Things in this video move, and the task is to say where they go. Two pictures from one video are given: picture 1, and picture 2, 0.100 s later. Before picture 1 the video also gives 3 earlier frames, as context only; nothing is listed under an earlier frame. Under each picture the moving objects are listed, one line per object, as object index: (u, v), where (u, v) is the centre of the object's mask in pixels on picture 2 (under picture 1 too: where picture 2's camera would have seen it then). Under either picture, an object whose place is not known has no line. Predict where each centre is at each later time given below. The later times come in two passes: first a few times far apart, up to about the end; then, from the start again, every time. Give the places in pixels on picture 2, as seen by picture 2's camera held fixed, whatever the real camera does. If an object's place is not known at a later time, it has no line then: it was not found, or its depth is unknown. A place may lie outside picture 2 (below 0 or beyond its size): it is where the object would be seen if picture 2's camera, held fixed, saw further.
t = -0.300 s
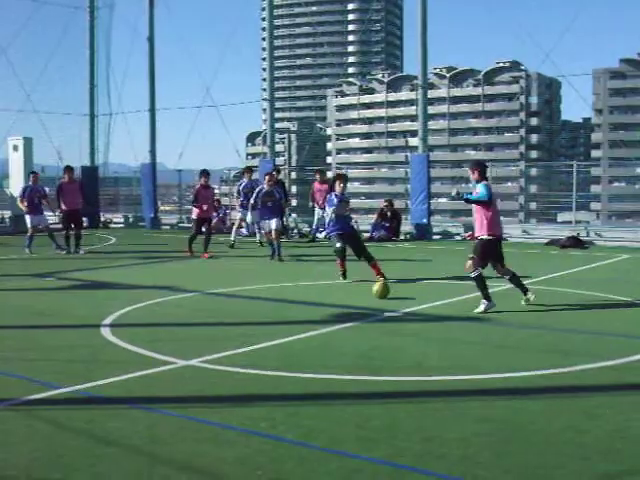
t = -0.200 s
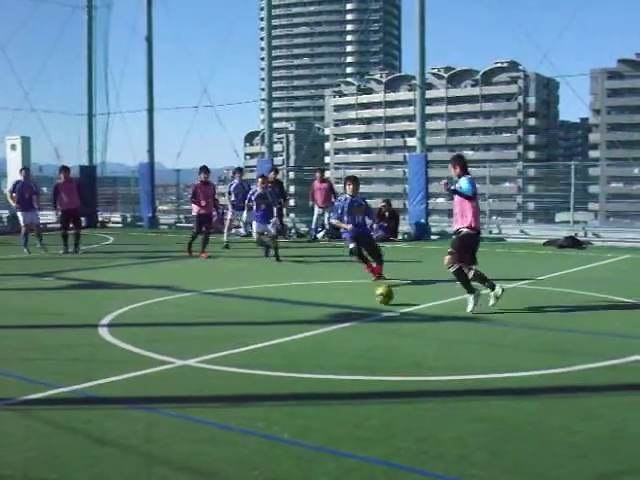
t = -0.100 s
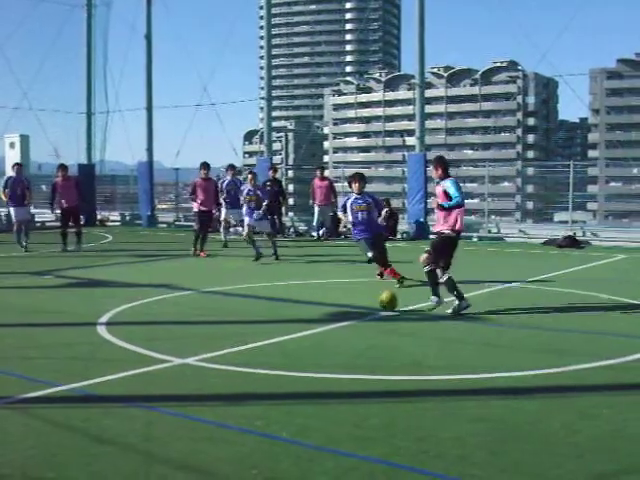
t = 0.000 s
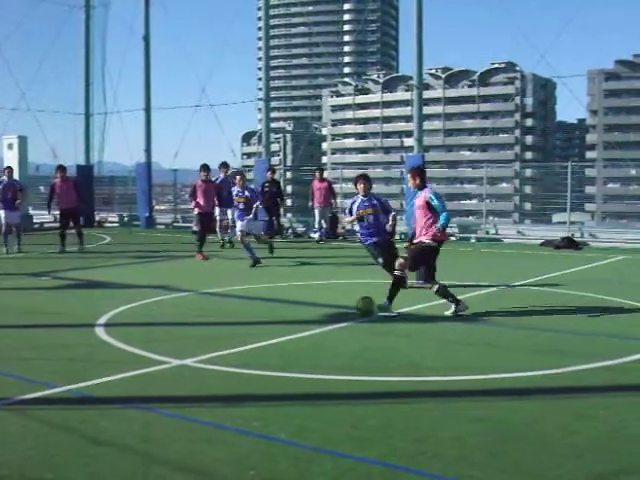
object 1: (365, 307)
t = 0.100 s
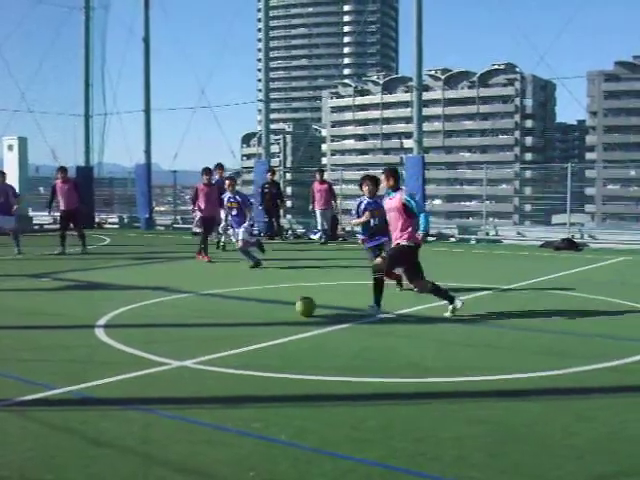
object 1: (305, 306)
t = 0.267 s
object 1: (215, 305)
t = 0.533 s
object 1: (102, 303)
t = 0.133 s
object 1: (286, 306)
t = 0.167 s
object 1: (267, 306)
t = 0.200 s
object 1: (250, 306)
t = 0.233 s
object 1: (233, 306)
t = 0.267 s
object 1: (215, 305)
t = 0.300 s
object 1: (199, 304)
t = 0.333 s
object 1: (184, 305)
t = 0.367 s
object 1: (169, 304)
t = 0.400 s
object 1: (154, 304)
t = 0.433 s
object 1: (140, 304)
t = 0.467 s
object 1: (127, 304)
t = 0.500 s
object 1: (113, 303)
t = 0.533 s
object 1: (102, 303)
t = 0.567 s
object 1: (90, 303)
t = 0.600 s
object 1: (79, 302)
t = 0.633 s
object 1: (67, 303)
